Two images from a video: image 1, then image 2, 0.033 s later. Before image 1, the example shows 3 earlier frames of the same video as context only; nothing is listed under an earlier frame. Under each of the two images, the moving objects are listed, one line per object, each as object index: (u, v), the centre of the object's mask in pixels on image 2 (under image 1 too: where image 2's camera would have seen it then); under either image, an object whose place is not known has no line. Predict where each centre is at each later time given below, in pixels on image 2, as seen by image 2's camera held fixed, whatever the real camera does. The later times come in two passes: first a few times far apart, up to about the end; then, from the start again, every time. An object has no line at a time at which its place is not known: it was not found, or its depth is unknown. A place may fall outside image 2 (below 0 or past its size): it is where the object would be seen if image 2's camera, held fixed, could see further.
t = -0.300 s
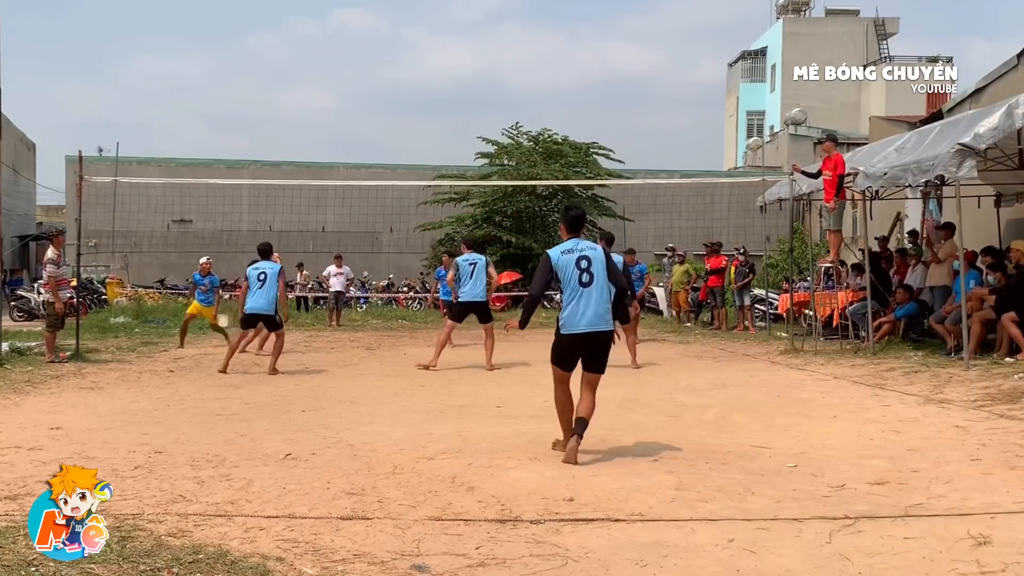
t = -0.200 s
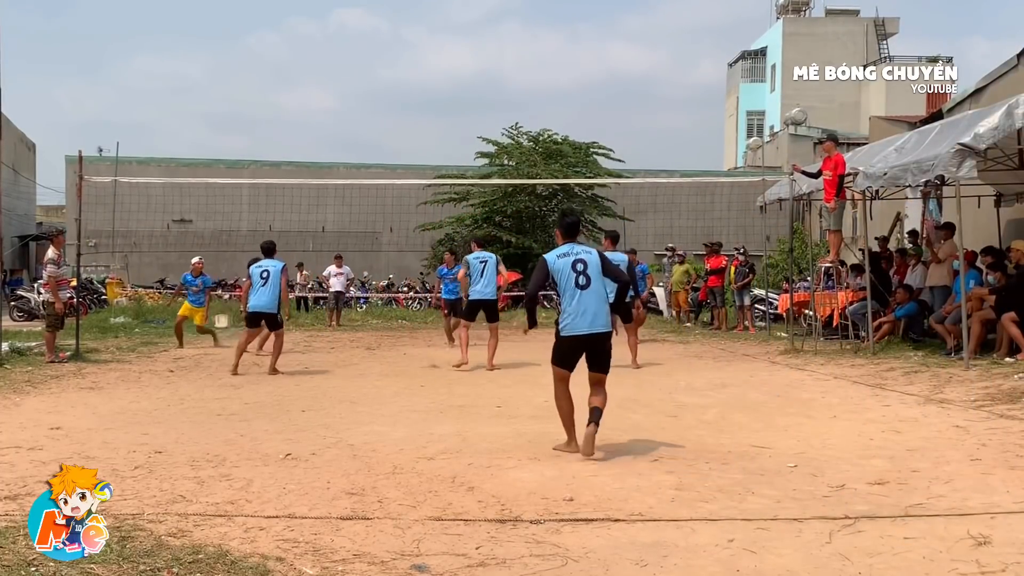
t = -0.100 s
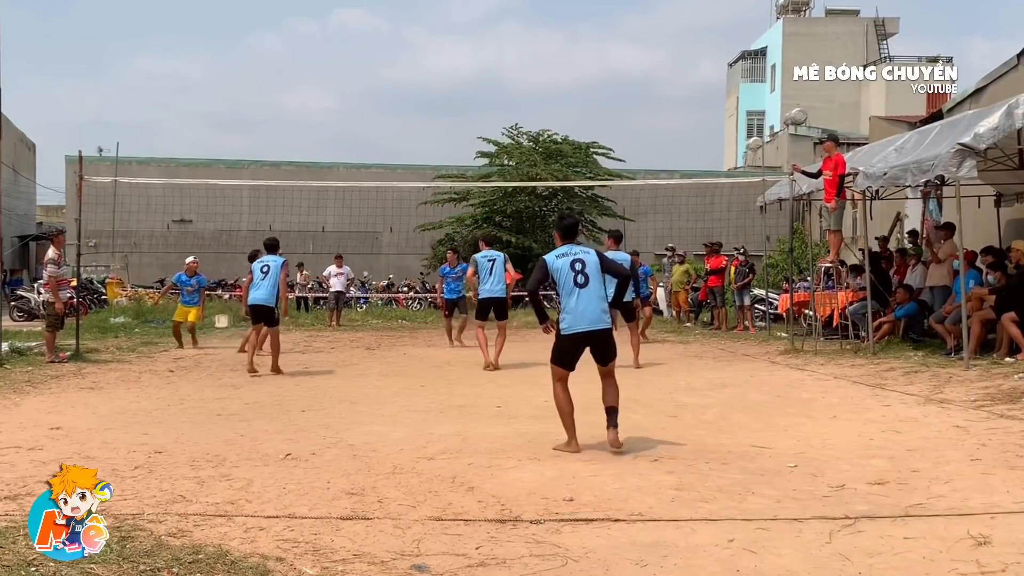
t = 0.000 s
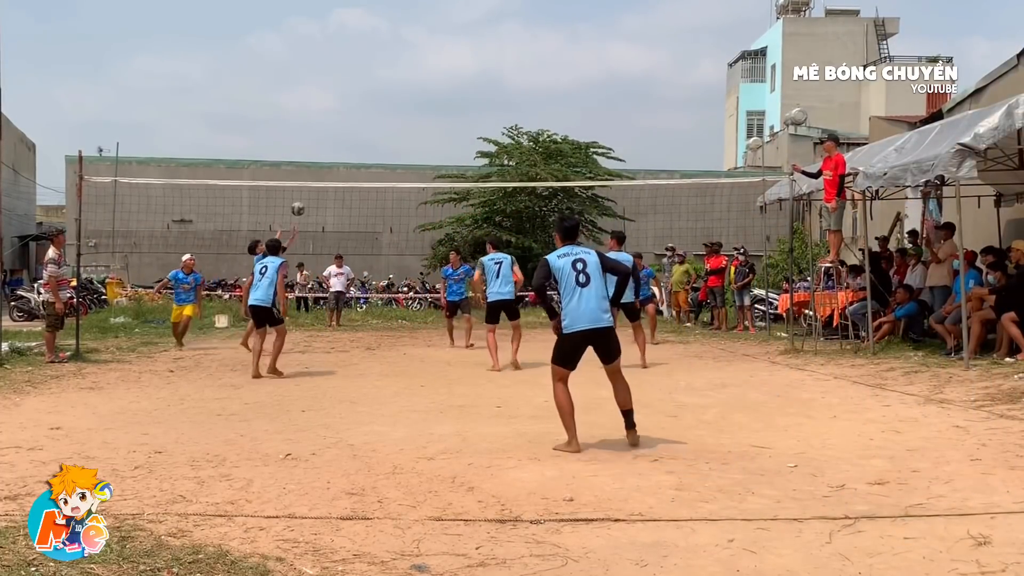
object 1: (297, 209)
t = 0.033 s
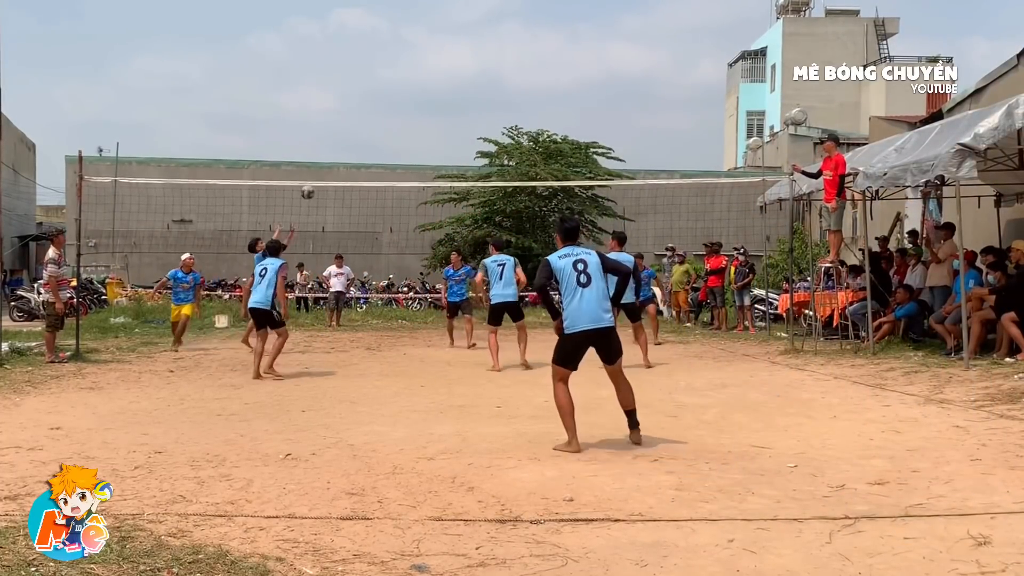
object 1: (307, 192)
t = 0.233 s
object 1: (366, 106)
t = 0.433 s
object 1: (425, 46)
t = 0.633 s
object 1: (483, 13)
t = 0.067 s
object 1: (317, 175)
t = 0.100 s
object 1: (327, 161)
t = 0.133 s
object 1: (337, 147)
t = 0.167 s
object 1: (346, 132)
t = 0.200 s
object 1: (356, 119)
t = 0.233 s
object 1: (366, 106)
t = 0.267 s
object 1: (376, 94)
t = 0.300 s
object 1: (386, 83)
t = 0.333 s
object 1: (396, 73)
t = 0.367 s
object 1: (406, 63)
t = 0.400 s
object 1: (415, 54)
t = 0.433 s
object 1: (425, 46)
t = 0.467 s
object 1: (435, 39)
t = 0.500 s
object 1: (445, 32)
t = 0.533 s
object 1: (454, 26)
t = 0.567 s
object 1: (464, 21)
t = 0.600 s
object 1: (474, 17)
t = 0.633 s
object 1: (483, 13)
